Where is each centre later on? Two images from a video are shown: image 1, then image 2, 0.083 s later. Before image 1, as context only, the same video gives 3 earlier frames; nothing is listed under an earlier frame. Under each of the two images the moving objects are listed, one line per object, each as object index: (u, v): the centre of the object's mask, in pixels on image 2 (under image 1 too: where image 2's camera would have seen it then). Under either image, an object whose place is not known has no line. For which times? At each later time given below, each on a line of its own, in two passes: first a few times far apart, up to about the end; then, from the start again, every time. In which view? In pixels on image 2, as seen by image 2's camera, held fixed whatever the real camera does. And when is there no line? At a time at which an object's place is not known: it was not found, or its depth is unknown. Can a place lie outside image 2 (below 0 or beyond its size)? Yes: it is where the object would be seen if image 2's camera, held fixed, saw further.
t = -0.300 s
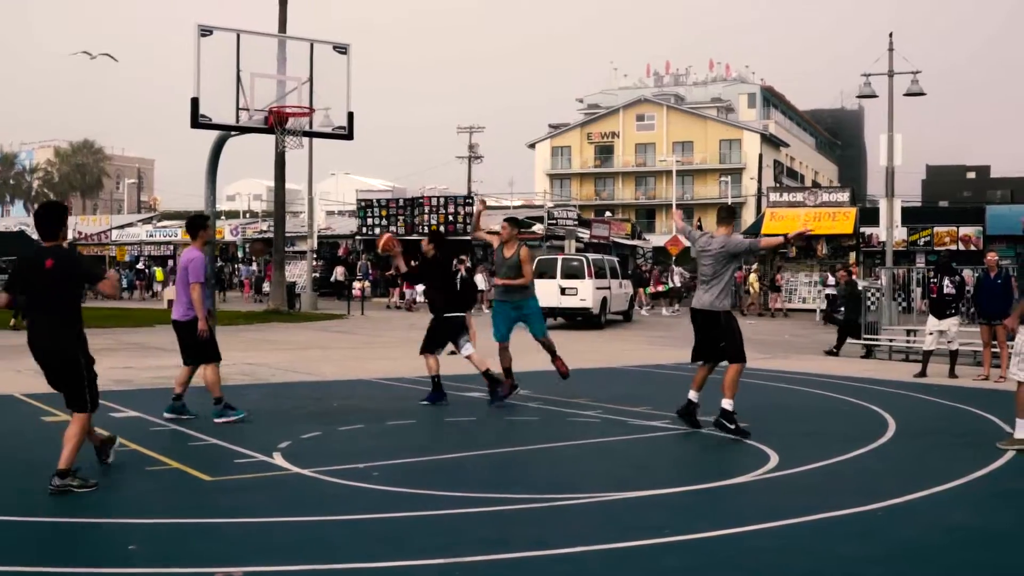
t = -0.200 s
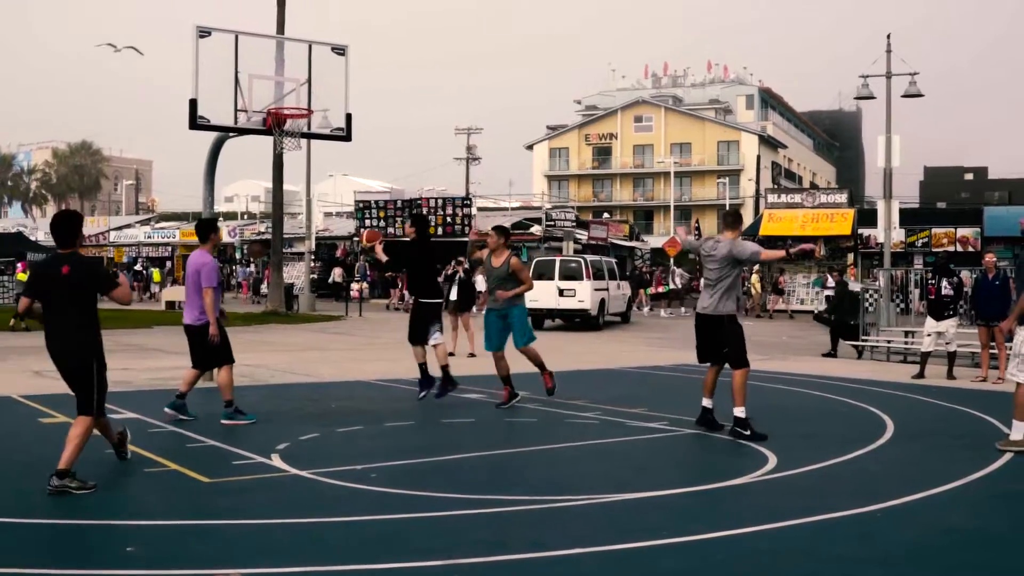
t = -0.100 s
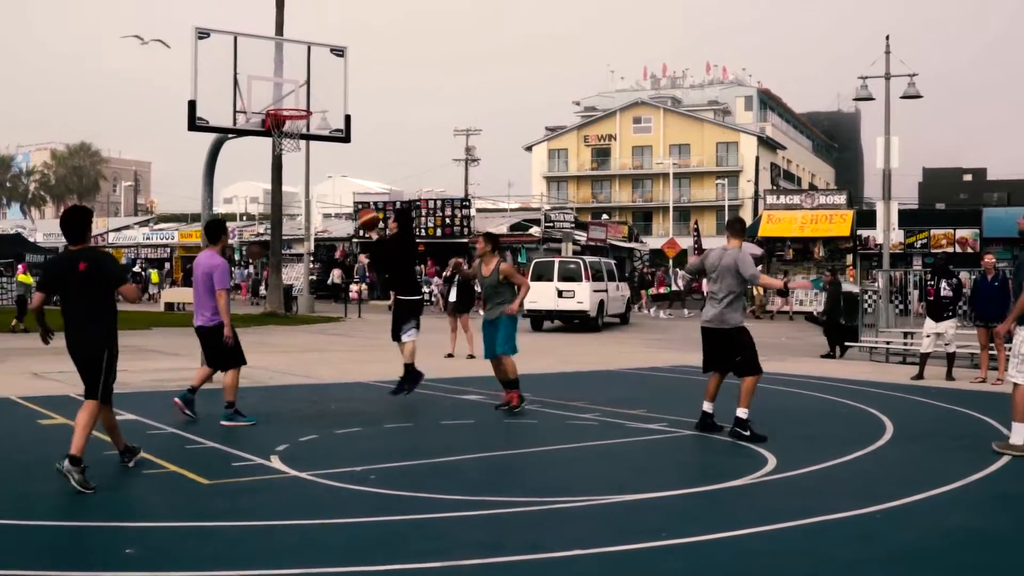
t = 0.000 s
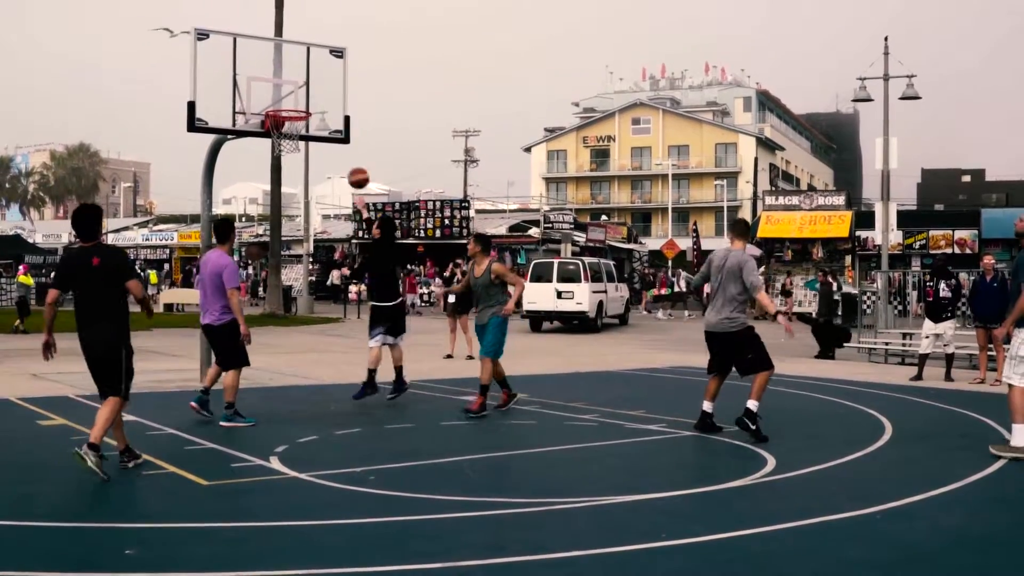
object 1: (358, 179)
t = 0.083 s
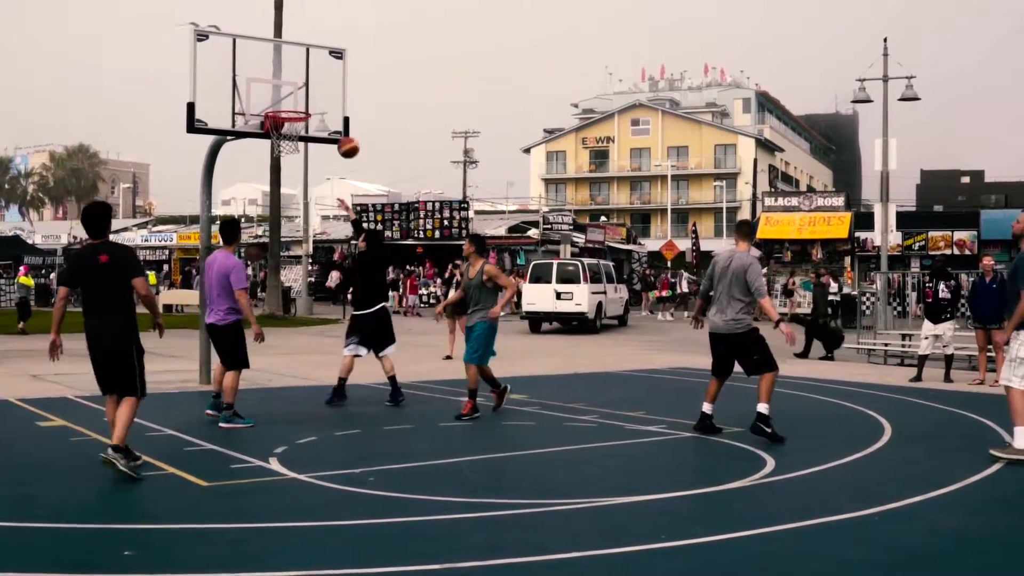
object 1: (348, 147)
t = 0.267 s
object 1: (327, 100)
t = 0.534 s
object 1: (309, 79)
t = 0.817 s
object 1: (293, 110)
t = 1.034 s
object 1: (269, 134)
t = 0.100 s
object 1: (346, 142)
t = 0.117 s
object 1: (344, 137)
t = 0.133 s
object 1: (342, 132)
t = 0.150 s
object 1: (340, 126)
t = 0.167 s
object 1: (338, 122)
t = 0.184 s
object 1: (336, 118)
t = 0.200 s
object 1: (334, 113)
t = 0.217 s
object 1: (333, 110)
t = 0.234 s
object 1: (331, 107)
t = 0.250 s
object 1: (329, 103)
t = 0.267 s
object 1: (327, 100)
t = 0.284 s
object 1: (325, 97)
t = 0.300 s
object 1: (323, 95)
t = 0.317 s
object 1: (321, 93)
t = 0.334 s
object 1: (319, 90)
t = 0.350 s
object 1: (317, 89)
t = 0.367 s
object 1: (316, 87)
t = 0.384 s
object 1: (314, 86)
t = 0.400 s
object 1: (313, 84)
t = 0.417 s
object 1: (313, 83)
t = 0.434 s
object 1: (312, 81)
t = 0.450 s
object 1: (312, 80)
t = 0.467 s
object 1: (311, 79)
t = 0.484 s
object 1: (310, 79)
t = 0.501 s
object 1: (310, 78)
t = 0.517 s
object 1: (309, 79)
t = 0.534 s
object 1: (309, 79)
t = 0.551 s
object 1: (308, 79)
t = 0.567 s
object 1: (307, 79)
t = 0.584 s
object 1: (307, 80)
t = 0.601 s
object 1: (306, 82)
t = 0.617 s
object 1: (306, 83)
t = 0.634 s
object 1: (305, 85)
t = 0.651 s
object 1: (305, 87)
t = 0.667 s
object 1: (304, 89)
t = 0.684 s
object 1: (303, 91)
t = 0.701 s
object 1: (303, 94)
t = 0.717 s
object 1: (302, 97)
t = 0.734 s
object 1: (301, 101)
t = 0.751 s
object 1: (301, 105)
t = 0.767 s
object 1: (300, 108)
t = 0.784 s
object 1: (298, 109)
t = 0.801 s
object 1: (296, 109)
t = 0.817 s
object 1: (293, 110)
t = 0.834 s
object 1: (291, 110)
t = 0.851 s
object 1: (289, 113)
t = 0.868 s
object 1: (285, 114)
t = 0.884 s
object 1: (282, 117)
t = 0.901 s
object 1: (280, 119)
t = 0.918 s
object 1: (278, 122)
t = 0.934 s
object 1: (275, 124)
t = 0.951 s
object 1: (273, 125)
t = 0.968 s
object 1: (272, 128)
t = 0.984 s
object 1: (271, 130)
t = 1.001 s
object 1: (270, 132)
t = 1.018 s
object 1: (269, 133)
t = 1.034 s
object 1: (269, 134)
